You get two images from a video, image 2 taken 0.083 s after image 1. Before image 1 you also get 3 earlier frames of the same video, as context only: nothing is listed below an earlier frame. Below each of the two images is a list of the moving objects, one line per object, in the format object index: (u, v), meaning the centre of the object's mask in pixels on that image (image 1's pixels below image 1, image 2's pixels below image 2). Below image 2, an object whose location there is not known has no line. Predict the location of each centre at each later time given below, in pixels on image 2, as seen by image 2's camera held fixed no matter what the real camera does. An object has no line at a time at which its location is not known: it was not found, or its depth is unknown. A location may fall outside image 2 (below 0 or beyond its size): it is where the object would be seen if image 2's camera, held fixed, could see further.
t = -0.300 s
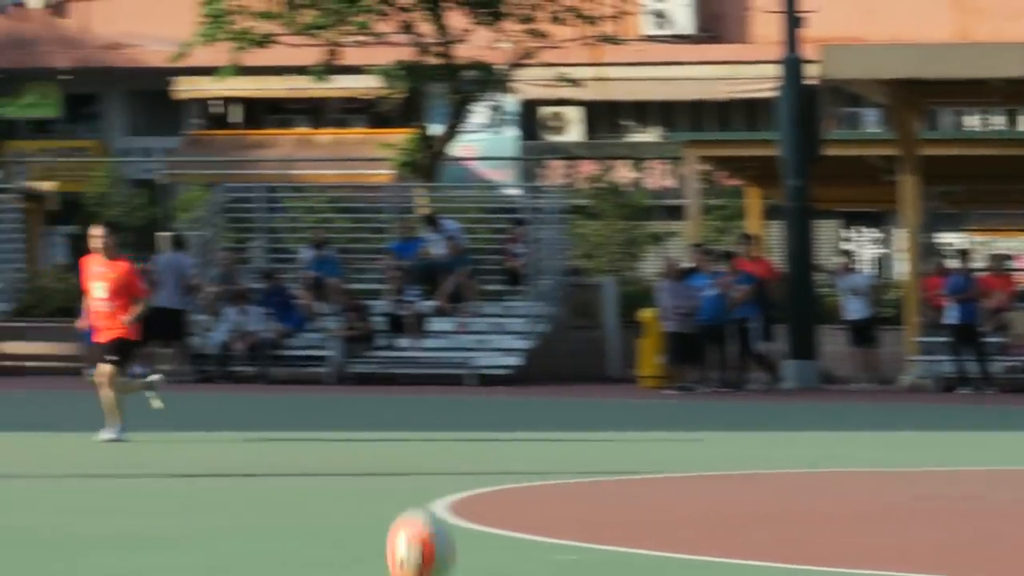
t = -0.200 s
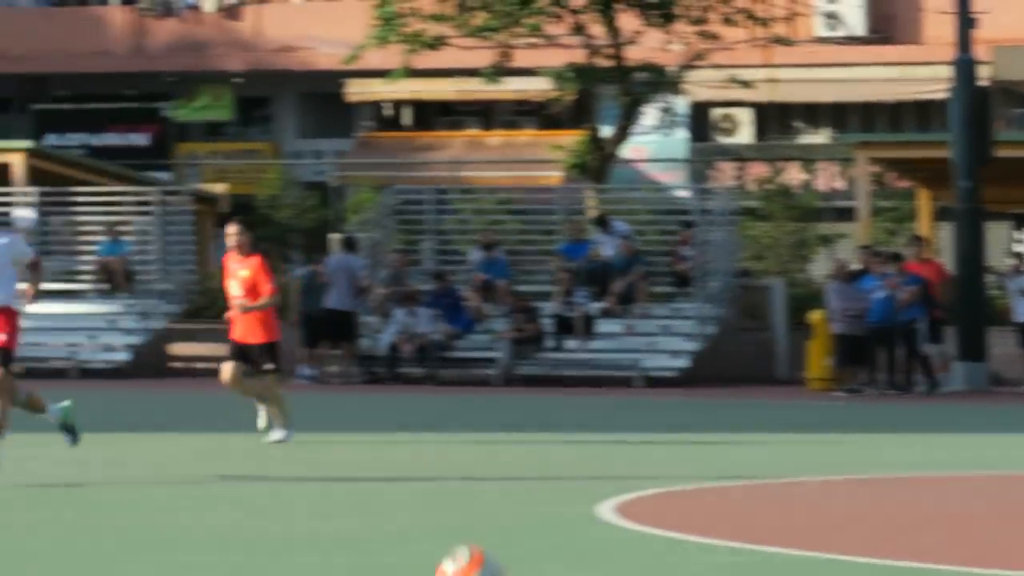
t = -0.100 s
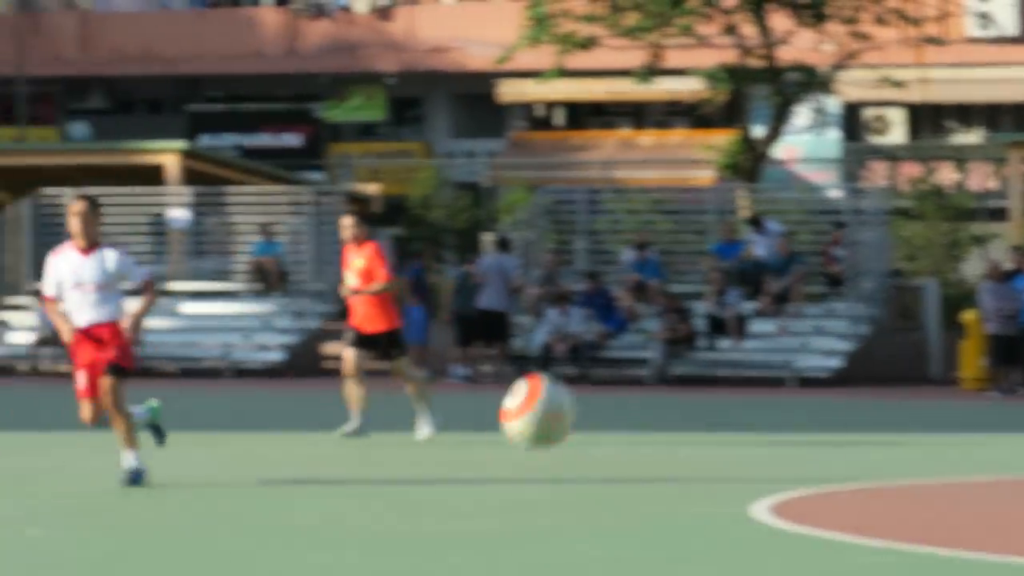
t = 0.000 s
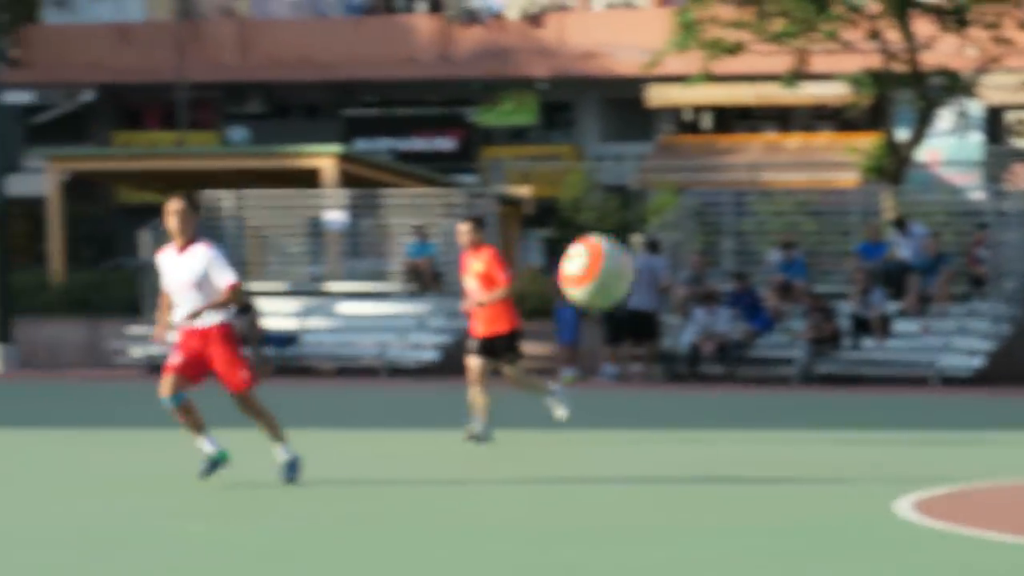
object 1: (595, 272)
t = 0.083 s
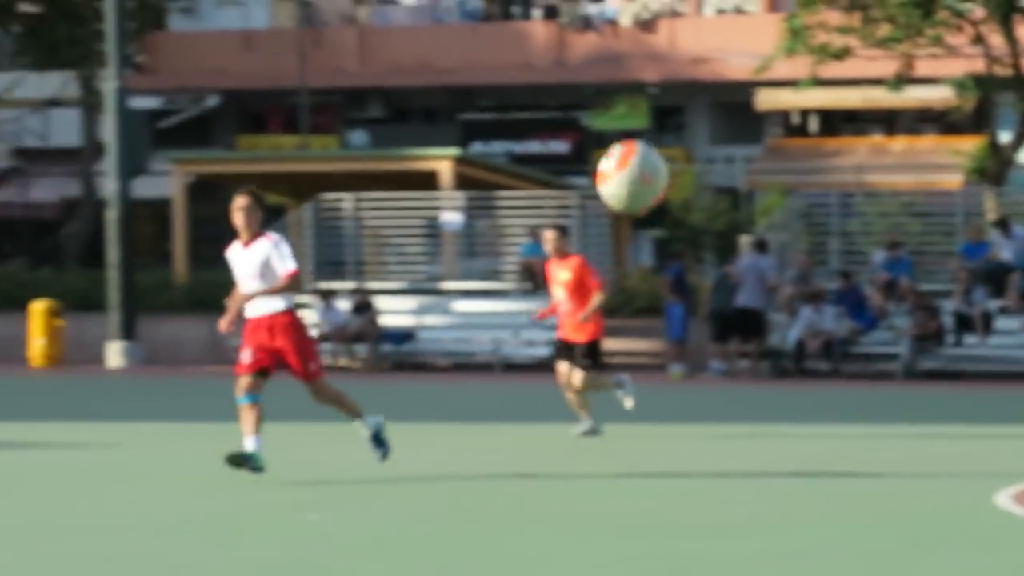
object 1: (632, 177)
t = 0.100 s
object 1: (619, 157)
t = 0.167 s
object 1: (560, 106)
